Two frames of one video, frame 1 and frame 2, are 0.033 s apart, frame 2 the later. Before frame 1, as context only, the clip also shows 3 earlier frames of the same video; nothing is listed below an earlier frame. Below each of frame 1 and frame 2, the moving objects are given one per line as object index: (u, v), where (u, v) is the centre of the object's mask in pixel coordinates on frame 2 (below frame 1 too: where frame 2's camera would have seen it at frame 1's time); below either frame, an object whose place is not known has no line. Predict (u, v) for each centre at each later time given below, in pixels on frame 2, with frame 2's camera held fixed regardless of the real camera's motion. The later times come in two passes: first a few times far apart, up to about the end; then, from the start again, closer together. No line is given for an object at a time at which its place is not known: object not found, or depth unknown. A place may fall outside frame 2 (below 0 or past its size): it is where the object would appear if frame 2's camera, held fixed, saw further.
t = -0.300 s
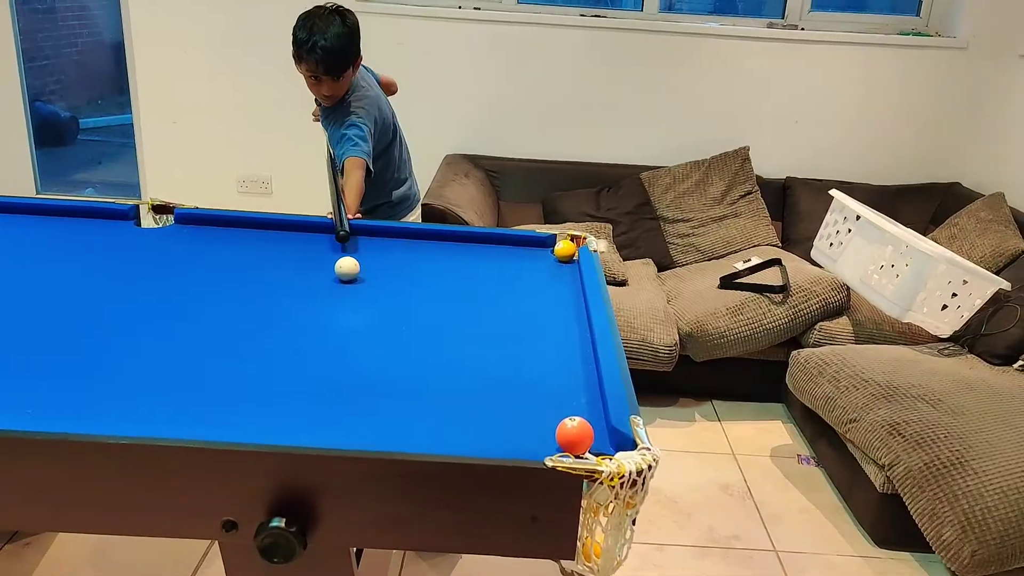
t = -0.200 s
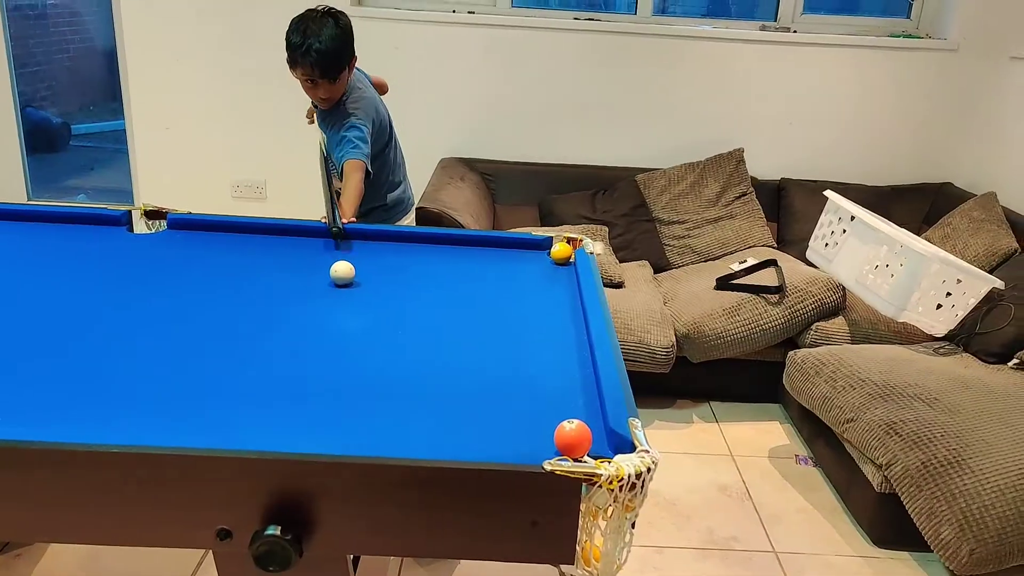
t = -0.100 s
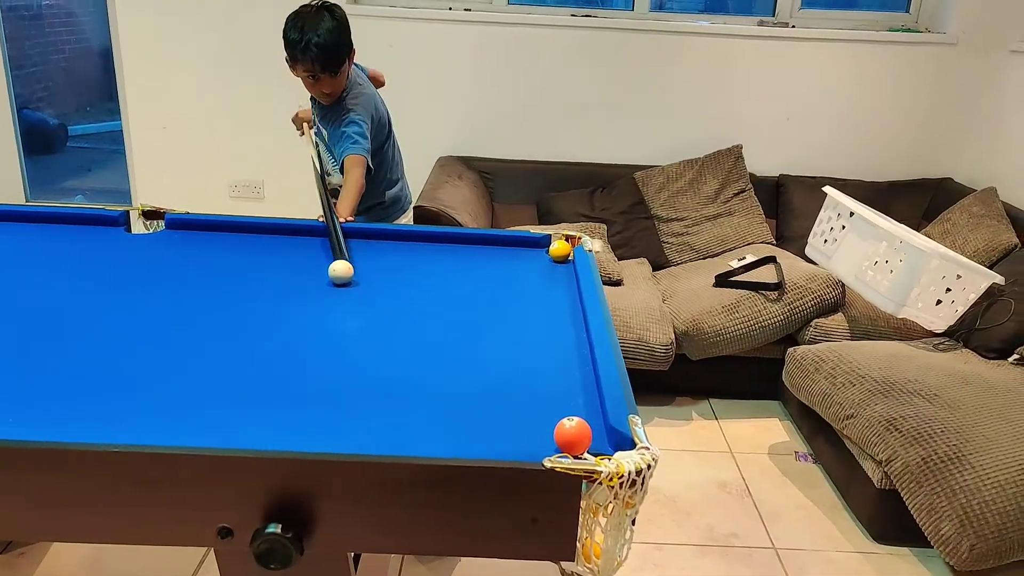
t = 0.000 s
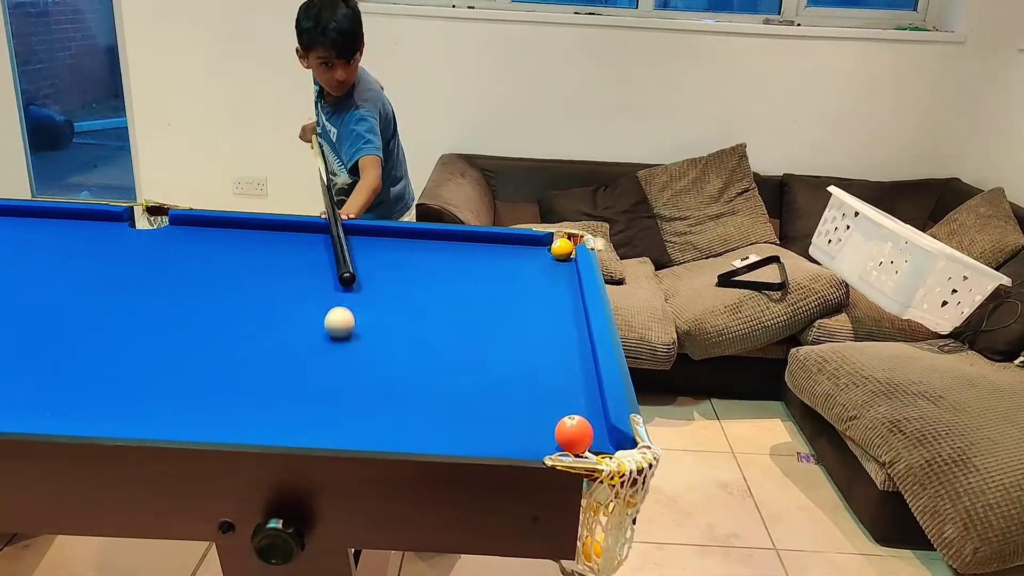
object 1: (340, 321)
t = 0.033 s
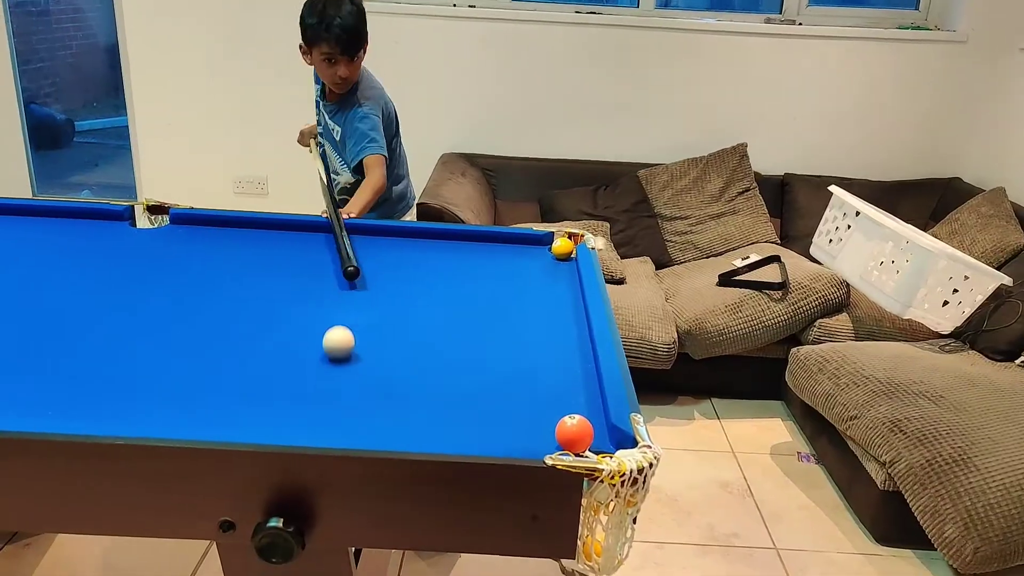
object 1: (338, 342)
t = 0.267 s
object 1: (391, 386)
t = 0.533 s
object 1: (480, 328)
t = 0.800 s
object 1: (539, 289)
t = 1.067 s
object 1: (558, 261)
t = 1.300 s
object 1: (525, 245)
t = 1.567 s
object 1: (490, 239)
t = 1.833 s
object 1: (456, 243)
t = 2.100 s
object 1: (423, 247)
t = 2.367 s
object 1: (393, 251)
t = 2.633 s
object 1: (368, 256)
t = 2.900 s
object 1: (345, 260)
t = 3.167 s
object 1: (324, 264)
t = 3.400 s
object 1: (310, 267)
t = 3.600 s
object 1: (300, 269)
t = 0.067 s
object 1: (337, 365)
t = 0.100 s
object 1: (335, 389)
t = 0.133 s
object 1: (333, 415)
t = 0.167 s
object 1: (339, 422)
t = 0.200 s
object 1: (357, 407)
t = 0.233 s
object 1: (375, 399)
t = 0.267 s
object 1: (391, 386)
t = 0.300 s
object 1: (406, 377)
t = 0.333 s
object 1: (419, 368)
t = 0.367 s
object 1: (431, 360)
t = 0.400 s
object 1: (442, 353)
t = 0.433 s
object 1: (452, 347)
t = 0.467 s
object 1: (462, 340)
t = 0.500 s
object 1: (471, 334)
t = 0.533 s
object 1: (480, 328)
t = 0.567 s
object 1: (488, 322)
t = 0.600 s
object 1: (497, 317)
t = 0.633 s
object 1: (508, 309)
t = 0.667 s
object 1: (516, 304)
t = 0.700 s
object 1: (523, 300)
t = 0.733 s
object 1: (530, 295)
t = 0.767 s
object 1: (533, 293)
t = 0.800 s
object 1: (539, 289)
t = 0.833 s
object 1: (545, 285)
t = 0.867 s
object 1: (554, 279)
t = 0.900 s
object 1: (557, 277)
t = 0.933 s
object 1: (563, 274)
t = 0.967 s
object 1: (568, 270)
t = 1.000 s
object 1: (564, 267)
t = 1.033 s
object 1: (561, 264)
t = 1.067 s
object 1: (558, 261)
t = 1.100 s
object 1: (555, 258)
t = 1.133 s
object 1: (552, 254)
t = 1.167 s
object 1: (544, 252)
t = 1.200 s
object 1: (539, 251)
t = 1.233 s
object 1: (537, 249)
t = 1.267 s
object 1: (529, 247)
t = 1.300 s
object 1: (525, 245)
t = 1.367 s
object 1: (515, 242)
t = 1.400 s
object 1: (511, 240)
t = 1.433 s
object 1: (509, 240)
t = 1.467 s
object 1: (504, 239)
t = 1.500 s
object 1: (499, 239)
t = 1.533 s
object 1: (495, 239)
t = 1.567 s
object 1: (490, 239)
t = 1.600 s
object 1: (486, 239)
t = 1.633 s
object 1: (481, 240)
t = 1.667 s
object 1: (477, 240)
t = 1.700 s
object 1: (473, 240)
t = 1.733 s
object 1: (468, 241)
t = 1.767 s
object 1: (462, 242)
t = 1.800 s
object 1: (460, 242)
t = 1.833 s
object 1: (456, 243)
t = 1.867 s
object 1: (452, 243)
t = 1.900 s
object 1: (447, 243)
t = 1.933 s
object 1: (443, 244)
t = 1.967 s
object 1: (439, 245)
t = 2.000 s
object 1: (435, 246)
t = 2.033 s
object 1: (431, 246)
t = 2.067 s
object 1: (427, 247)
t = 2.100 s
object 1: (423, 247)
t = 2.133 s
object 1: (419, 248)
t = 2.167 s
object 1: (415, 248)
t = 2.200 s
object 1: (412, 249)
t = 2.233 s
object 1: (408, 249)
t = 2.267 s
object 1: (404, 250)
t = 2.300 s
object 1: (399, 250)
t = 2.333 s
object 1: (397, 251)
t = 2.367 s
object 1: (393, 251)
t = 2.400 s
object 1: (389, 252)
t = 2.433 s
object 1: (387, 253)
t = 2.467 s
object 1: (384, 253)
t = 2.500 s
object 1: (381, 254)
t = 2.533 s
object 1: (377, 254)
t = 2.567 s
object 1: (374, 255)
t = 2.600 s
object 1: (371, 255)
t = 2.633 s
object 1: (368, 256)
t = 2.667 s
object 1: (365, 256)
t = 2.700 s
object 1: (362, 257)
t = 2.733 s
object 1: (359, 258)
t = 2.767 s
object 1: (356, 258)
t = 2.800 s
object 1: (353, 259)
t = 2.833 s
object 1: (350, 259)
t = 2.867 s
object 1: (347, 260)
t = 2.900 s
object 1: (345, 260)
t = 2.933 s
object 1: (342, 261)
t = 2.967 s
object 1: (339, 261)
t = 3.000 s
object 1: (337, 262)
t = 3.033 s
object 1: (334, 262)
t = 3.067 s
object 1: (330, 263)
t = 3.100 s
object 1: (329, 263)
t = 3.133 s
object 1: (326, 264)
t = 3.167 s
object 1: (324, 264)
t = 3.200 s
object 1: (322, 264)
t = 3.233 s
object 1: (320, 265)
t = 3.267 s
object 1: (318, 265)
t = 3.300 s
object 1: (316, 266)
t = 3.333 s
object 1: (314, 266)
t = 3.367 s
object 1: (312, 267)
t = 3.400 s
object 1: (310, 267)
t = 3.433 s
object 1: (308, 267)
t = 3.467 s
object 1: (305, 268)
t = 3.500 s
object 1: (304, 268)
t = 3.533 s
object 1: (302, 269)
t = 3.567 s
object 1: (300, 269)
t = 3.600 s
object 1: (300, 269)
